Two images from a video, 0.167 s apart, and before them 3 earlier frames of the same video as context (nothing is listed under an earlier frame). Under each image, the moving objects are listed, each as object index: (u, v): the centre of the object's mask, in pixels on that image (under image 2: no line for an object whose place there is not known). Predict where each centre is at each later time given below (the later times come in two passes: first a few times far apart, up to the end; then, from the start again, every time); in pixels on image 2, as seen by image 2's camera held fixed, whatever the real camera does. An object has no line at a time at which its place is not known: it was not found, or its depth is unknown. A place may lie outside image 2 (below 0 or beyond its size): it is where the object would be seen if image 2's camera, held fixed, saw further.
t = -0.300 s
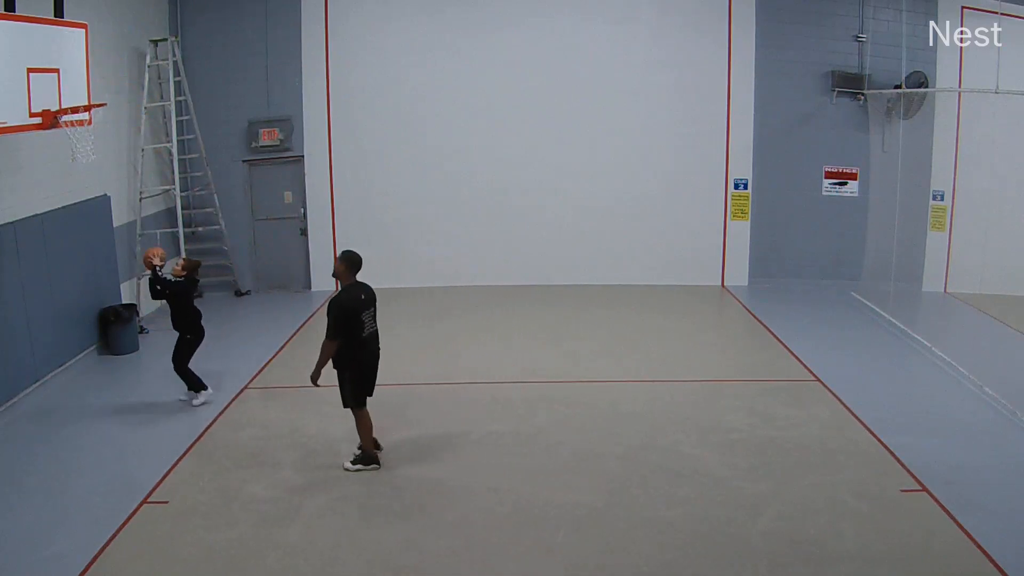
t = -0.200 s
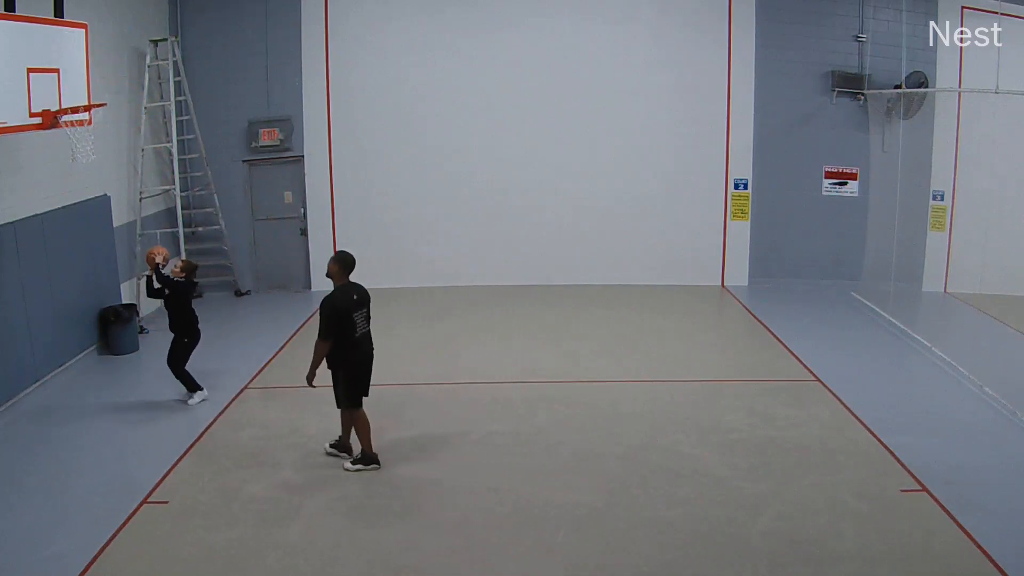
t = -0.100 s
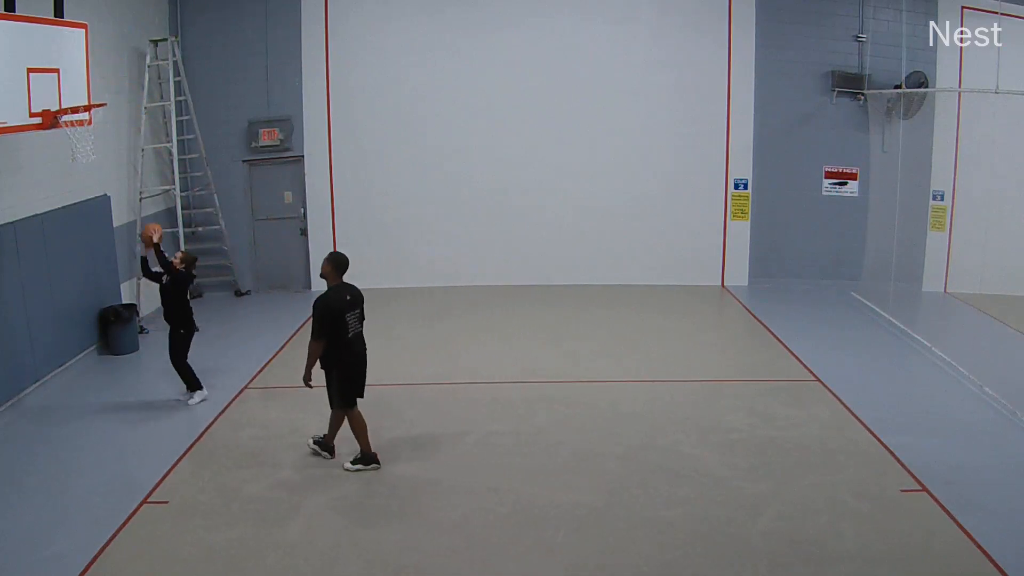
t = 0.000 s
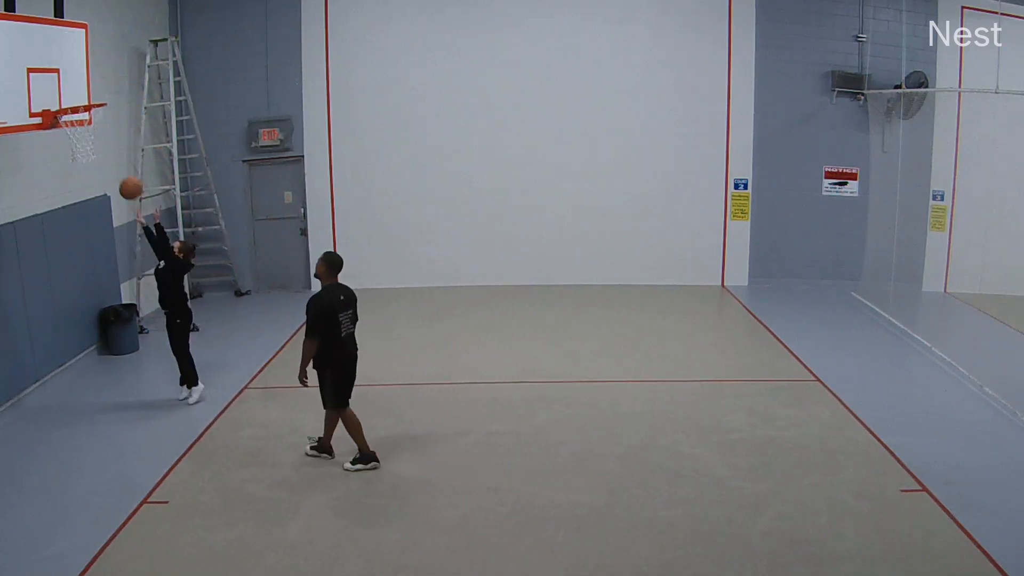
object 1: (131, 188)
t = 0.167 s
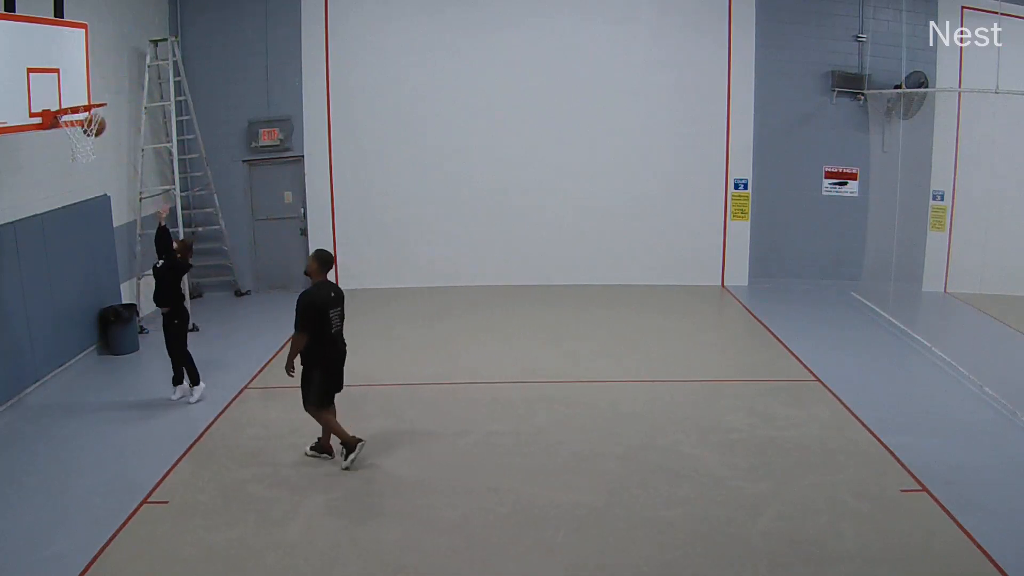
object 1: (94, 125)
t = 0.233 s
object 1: (78, 101)
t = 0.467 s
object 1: (86, 90)
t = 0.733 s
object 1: (76, 133)
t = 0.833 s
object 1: (71, 152)
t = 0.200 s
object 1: (85, 120)
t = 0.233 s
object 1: (78, 101)
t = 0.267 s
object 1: (72, 98)
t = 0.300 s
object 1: (74, 95)
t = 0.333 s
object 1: (76, 93)
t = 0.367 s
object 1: (79, 90)
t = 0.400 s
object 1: (81, 89)
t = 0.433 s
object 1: (83, 89)
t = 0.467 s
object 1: (86, 90)
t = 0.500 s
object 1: (88, 92)
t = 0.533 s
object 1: (91, 94)
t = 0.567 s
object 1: (94, 100)
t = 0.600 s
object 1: (90, 105)
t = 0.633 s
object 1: (87, 110)
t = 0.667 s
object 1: (84, 119)
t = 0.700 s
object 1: (80, 124)
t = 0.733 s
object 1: (76, 133)
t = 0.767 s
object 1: (74, 141)
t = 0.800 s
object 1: (72, 146)
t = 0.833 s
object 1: (71, 152)
